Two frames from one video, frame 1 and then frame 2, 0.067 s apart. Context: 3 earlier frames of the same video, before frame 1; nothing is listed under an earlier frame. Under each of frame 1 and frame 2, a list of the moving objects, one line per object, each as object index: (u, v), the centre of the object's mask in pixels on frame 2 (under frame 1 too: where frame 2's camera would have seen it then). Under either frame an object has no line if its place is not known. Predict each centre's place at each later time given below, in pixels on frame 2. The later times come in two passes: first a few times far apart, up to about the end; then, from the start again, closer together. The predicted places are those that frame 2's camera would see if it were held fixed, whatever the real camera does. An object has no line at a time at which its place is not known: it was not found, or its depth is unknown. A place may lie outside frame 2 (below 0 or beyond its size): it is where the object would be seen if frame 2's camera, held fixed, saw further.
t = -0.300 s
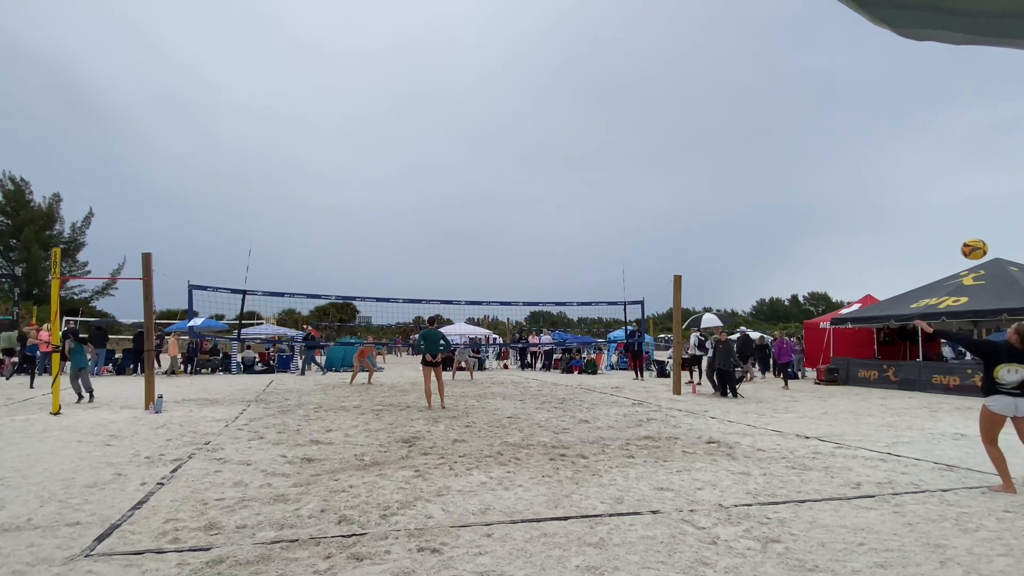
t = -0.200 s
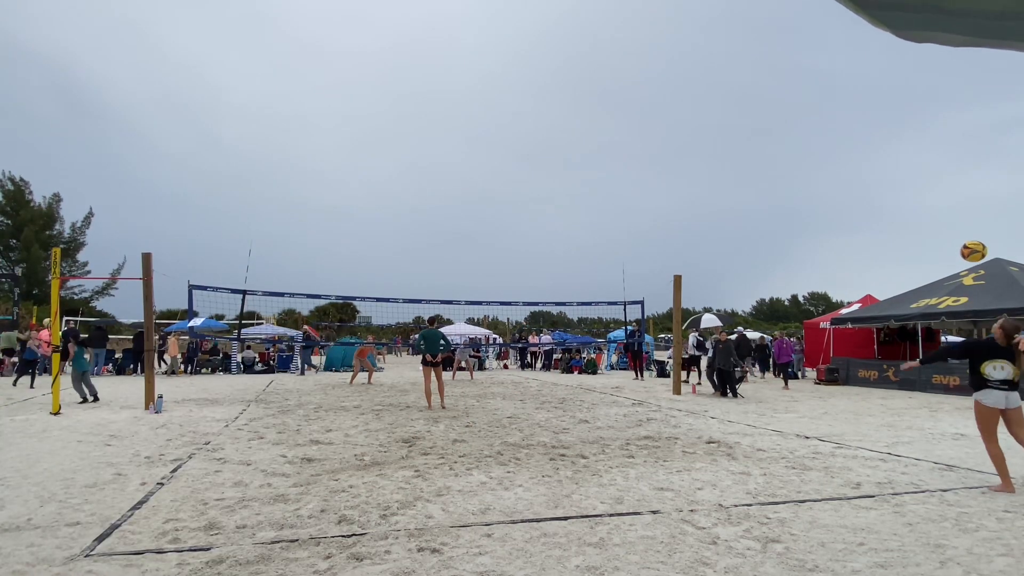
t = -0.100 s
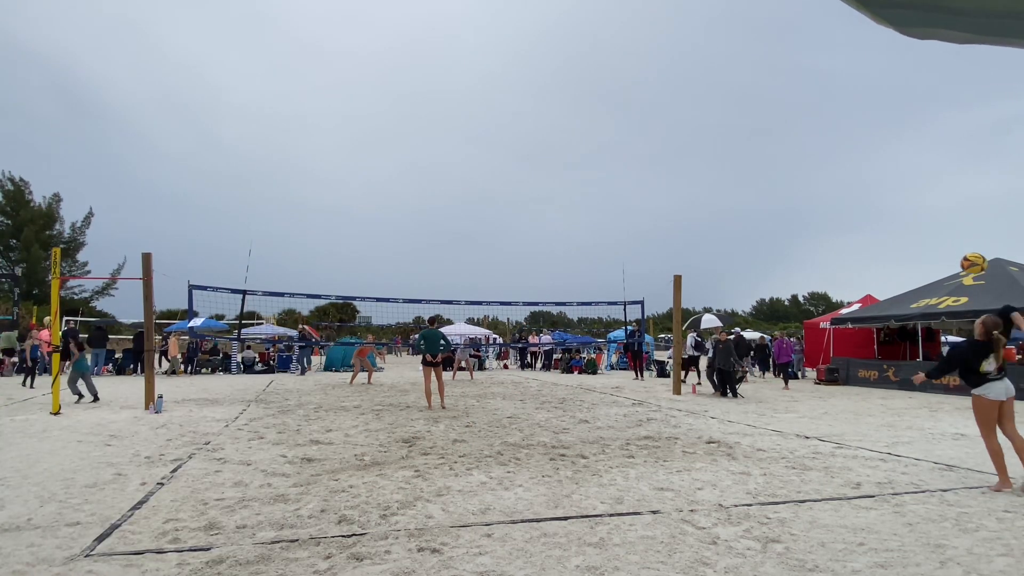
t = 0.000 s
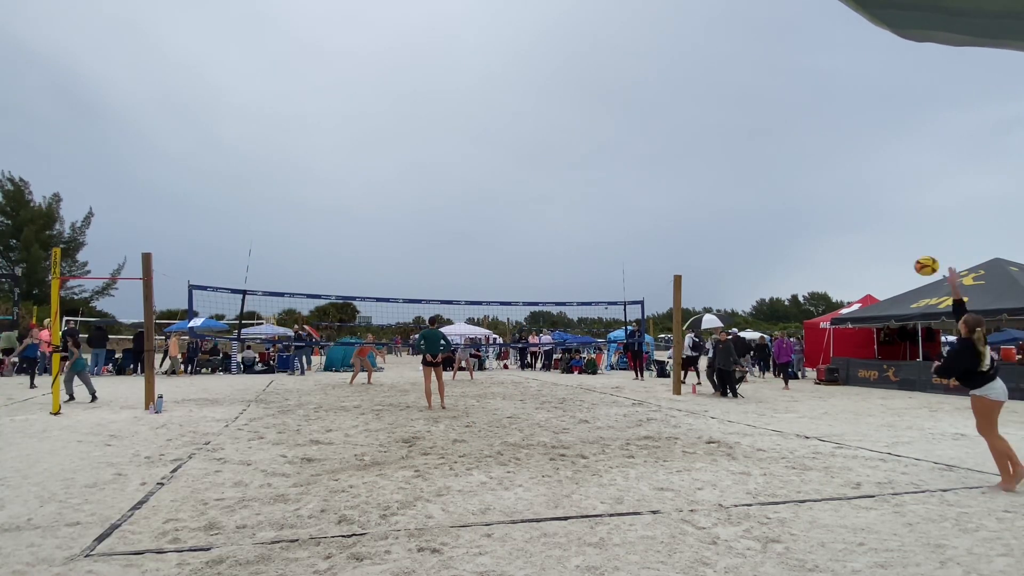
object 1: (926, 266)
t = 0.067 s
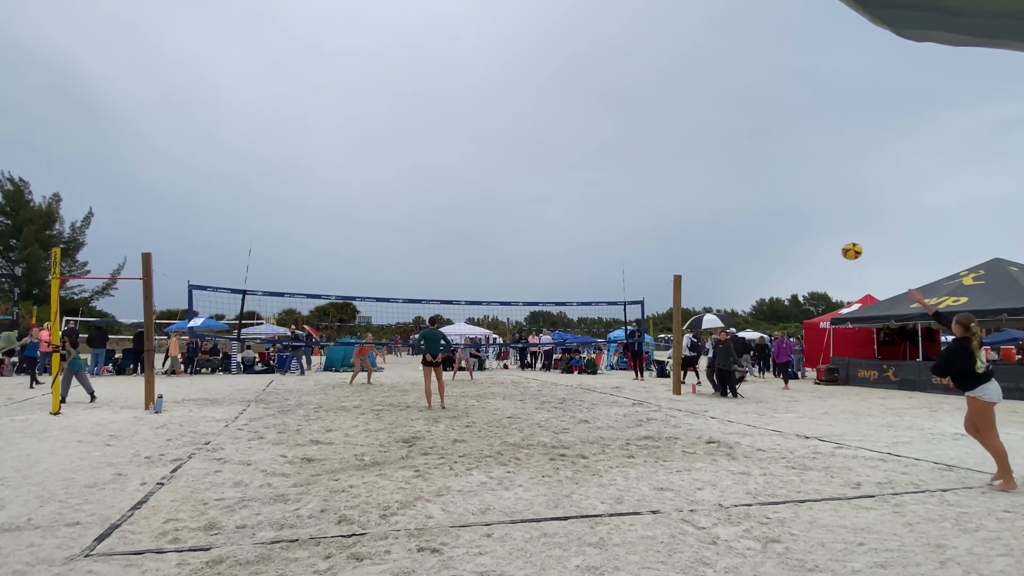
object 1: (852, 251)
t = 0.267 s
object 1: (712, 237)
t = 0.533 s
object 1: (616, 245)
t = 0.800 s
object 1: (563, 274)
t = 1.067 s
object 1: (530, 319)
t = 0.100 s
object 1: (822, 247)
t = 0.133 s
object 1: (795, 243)
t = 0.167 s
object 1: (771, 241)
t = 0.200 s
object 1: (749, 239)
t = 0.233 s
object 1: (730, 238)
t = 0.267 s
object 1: (712, 237)
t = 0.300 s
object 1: (696, 237)
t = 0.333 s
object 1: (682, 237)
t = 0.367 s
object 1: (669, 237)
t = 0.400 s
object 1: (656, 238)
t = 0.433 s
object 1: (645, 239)
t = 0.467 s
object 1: (634, 241)
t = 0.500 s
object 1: (625, 243)
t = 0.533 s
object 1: (616, 245)
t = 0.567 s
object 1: (608, 247)
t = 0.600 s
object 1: (600, 250)
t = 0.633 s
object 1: (593, 253)
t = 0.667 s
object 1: (586, 257)
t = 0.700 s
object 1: (580, 261)
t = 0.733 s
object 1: (573, 265)
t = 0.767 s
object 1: (568, 269)
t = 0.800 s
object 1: (563, 274)
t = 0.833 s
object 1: (558, 279)
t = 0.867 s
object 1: (553, 284)
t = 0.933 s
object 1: (544, 295)
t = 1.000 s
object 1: (536, 309)
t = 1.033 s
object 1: (533, 313)
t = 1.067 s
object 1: (530, 319)
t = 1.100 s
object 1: (527, 325)
